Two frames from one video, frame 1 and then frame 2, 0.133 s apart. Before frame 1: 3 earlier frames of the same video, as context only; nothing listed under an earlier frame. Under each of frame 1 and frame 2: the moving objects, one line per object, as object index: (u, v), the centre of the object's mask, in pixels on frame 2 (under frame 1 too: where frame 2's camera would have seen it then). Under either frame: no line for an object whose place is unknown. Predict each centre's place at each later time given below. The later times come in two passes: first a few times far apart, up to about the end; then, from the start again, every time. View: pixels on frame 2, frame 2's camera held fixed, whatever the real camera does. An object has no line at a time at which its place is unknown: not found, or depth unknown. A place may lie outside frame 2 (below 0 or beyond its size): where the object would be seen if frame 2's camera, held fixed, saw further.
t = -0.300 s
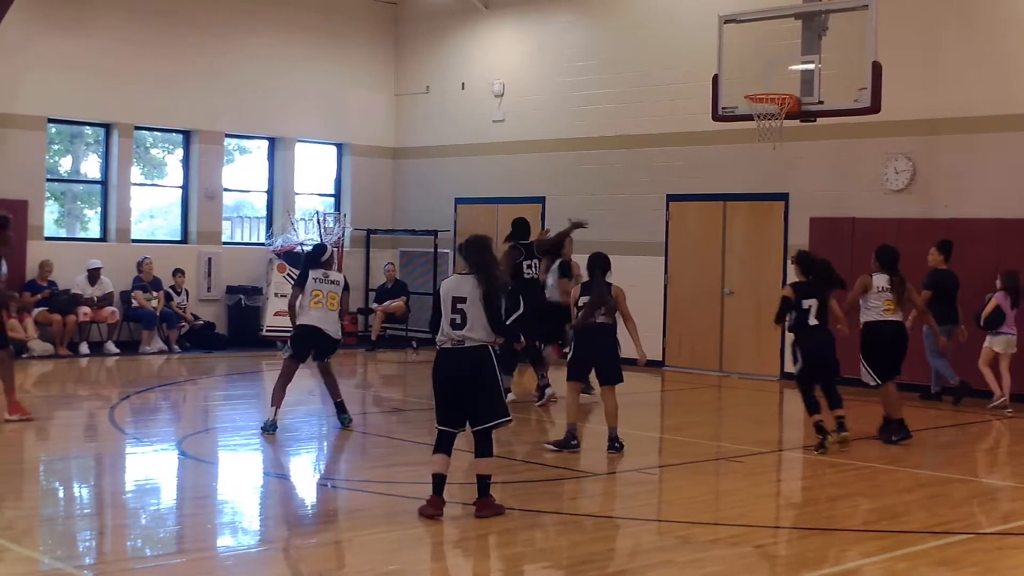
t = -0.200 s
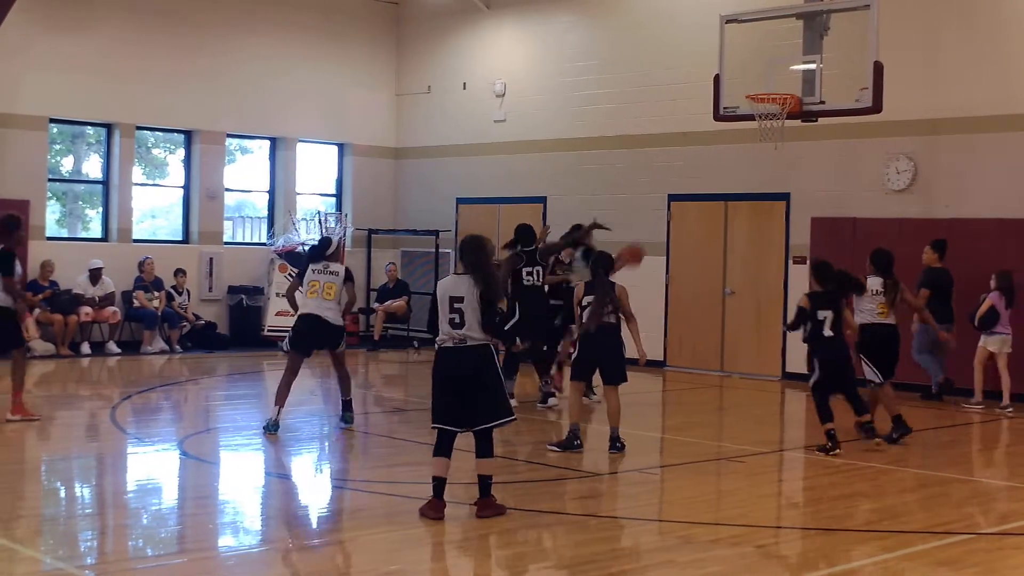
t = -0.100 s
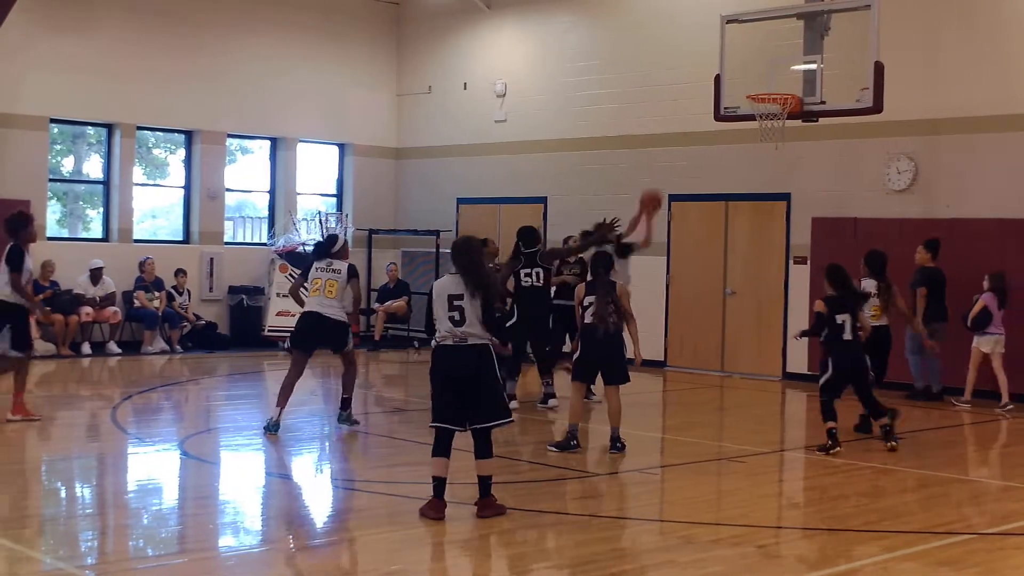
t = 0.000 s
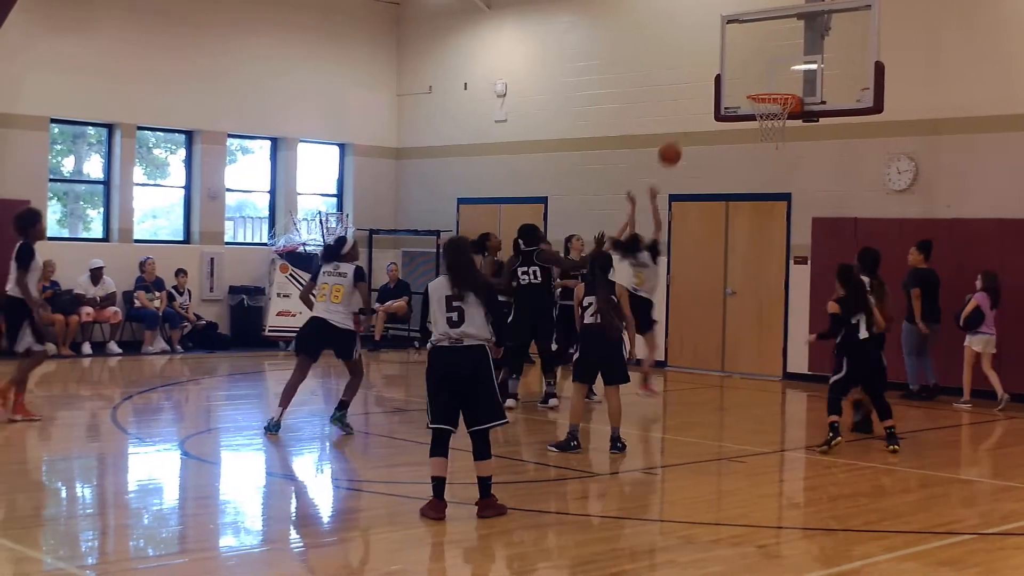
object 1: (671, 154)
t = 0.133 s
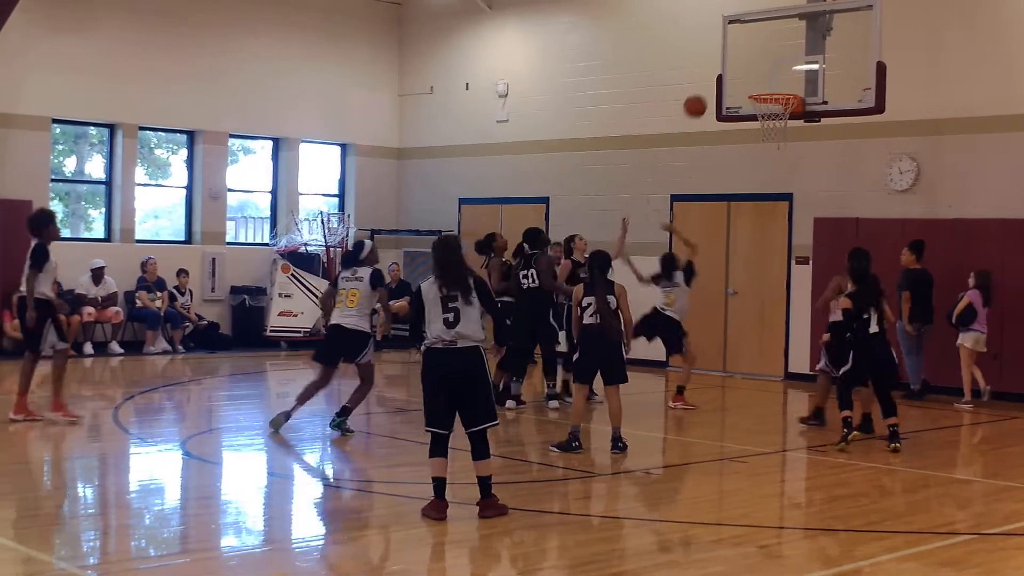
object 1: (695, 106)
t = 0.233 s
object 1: (712, 81)
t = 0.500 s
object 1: (754, 63)
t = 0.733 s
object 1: (734, 103)
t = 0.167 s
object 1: (701, 97)
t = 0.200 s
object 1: (706, 88)
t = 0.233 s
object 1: (712, 81)
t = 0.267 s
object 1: (718, 76)
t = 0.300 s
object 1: (724, 71)
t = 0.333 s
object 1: (729, 67)
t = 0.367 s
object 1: (735, 64)
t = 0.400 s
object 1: (741, 62)
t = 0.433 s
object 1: (746, 61)
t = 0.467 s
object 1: (751, 62)
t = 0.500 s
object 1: (754, 63)
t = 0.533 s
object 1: (751, 66)
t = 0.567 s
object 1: (748, 69)
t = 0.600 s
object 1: (746, 74)
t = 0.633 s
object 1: (743, 79)
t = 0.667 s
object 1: (740, 86)
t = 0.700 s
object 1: (737, 94)
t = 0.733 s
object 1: (734, 103)
